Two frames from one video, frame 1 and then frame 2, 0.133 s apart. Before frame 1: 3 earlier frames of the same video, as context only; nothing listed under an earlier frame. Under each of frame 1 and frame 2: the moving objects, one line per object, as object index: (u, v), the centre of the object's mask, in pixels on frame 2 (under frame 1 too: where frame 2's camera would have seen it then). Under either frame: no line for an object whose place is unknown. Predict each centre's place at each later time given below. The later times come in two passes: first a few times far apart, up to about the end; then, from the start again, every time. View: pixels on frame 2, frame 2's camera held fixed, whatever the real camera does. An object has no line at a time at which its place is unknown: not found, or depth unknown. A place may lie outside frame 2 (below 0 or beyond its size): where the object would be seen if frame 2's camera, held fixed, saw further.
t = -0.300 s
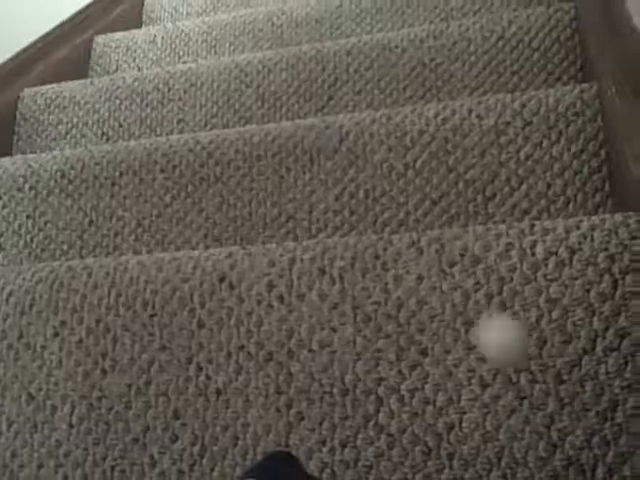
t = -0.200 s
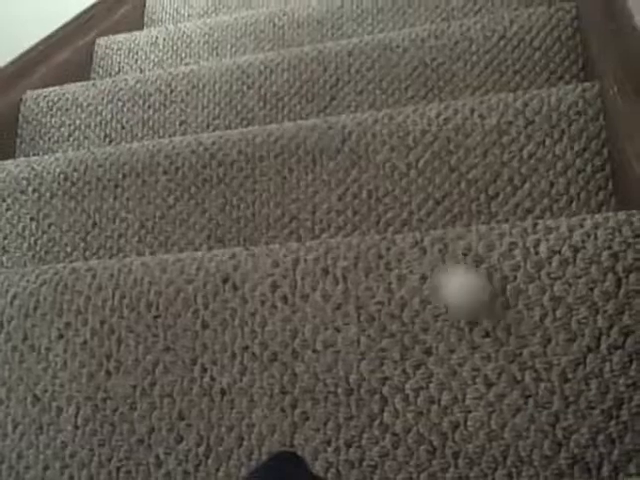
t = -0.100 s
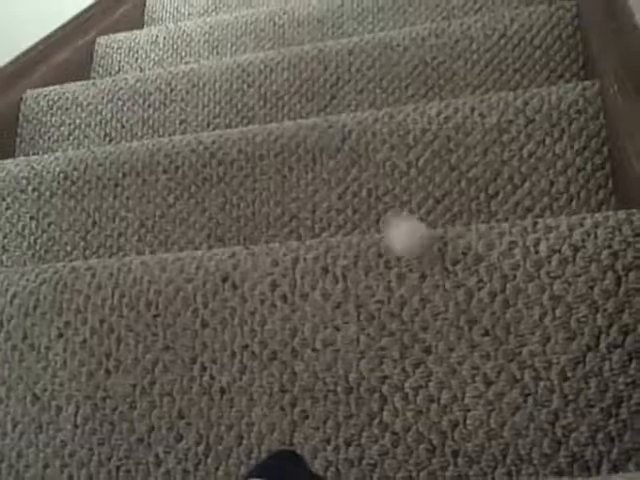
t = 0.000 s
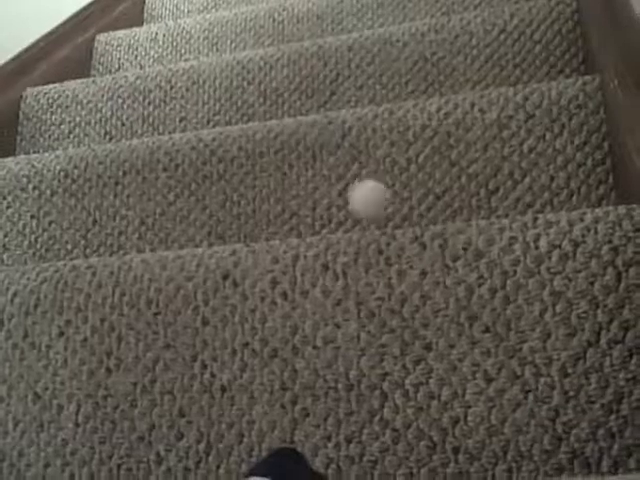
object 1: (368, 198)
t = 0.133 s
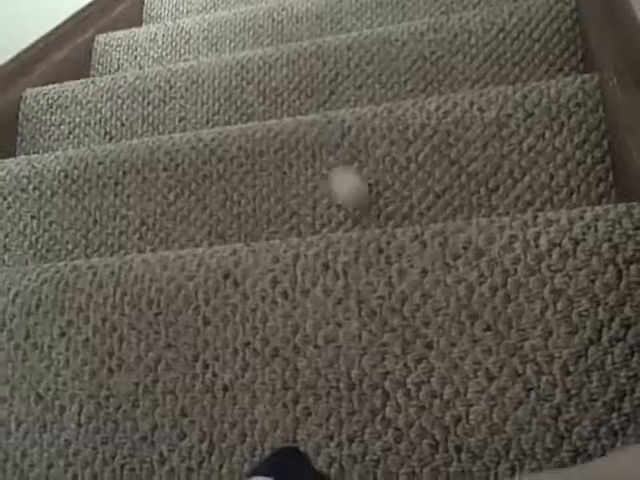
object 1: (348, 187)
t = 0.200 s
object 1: (319, 157)
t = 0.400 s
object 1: (269, 115)
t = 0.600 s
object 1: (264, 114)
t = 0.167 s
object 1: (332, 172)
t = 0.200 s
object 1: (319, 157)
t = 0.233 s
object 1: (310, 149)
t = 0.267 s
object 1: (301, 143)
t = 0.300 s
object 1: (294, 134)
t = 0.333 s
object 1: (285, 128)
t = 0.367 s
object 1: (278, 122)
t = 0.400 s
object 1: (269, 115)
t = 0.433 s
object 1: (263, 109)
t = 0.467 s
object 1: (258, 104)
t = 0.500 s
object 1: (257, 103)
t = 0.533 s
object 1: (259, 107)
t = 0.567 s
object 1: (263, 114)
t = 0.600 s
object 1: (264, 114)
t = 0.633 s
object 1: (257, 105)
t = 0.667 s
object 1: (250, 95)
